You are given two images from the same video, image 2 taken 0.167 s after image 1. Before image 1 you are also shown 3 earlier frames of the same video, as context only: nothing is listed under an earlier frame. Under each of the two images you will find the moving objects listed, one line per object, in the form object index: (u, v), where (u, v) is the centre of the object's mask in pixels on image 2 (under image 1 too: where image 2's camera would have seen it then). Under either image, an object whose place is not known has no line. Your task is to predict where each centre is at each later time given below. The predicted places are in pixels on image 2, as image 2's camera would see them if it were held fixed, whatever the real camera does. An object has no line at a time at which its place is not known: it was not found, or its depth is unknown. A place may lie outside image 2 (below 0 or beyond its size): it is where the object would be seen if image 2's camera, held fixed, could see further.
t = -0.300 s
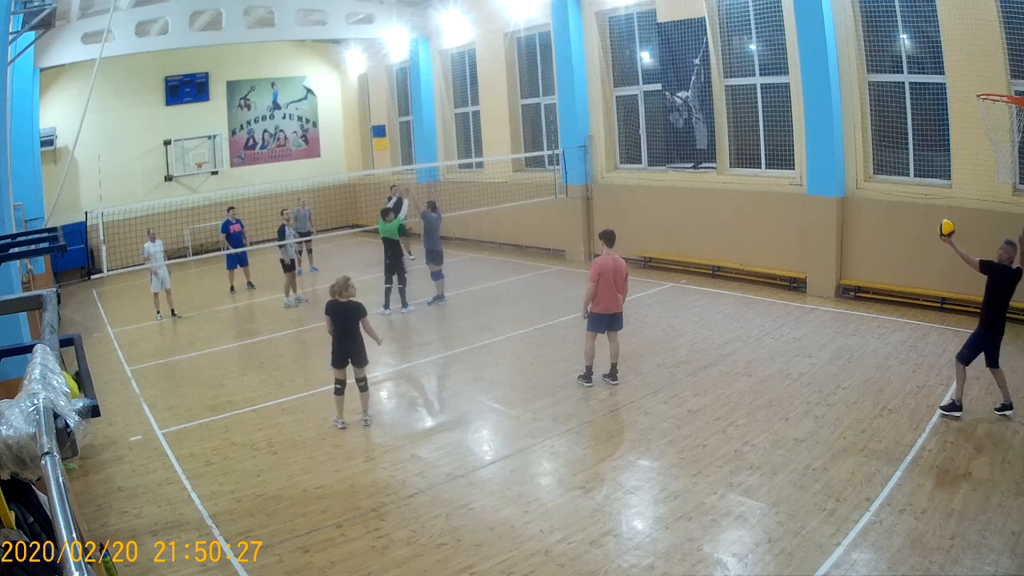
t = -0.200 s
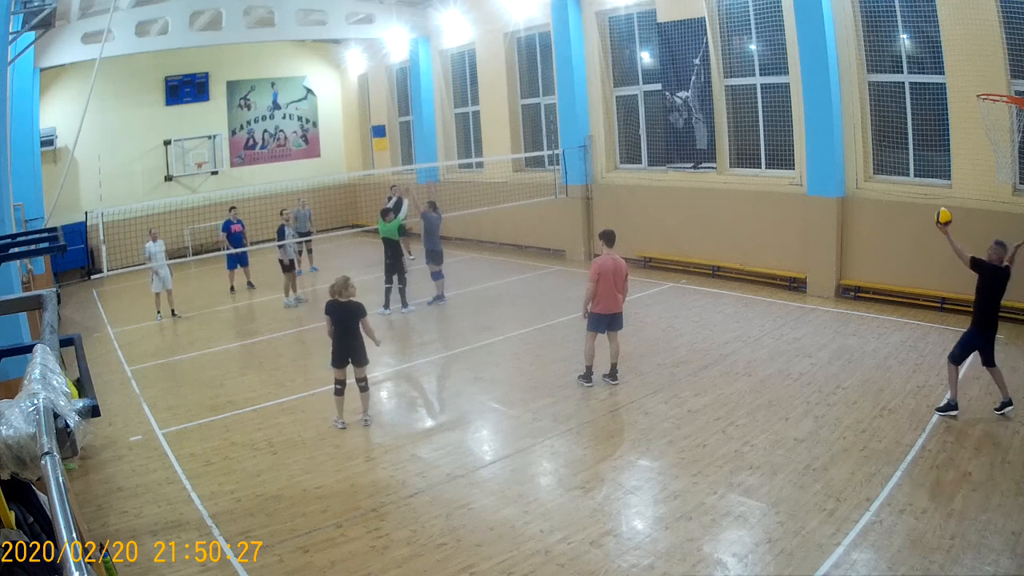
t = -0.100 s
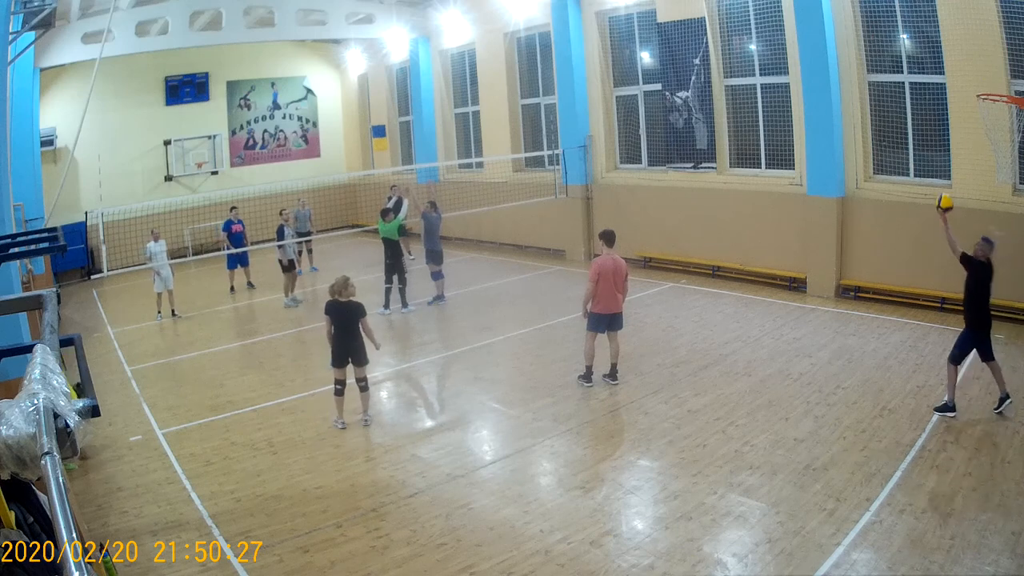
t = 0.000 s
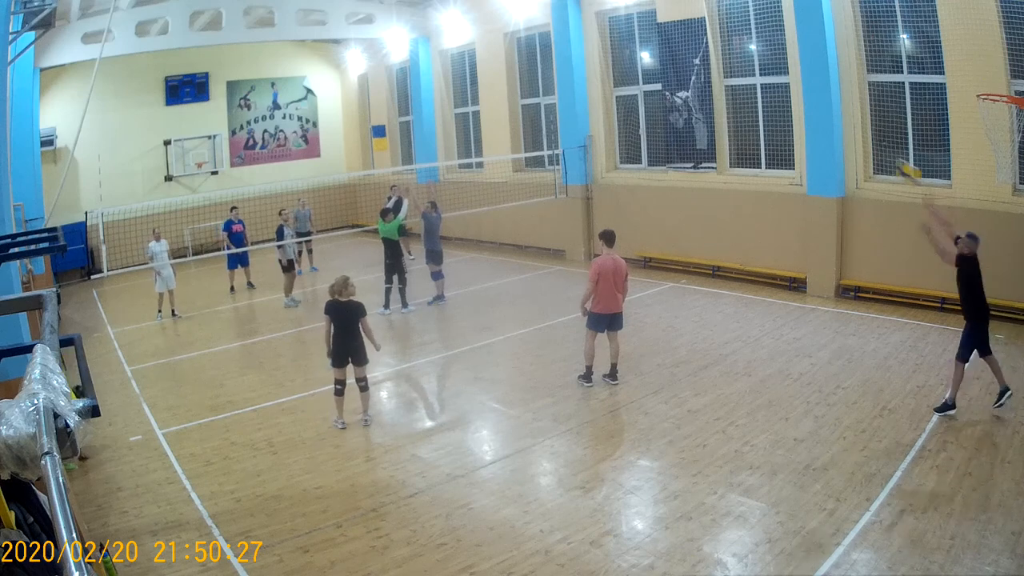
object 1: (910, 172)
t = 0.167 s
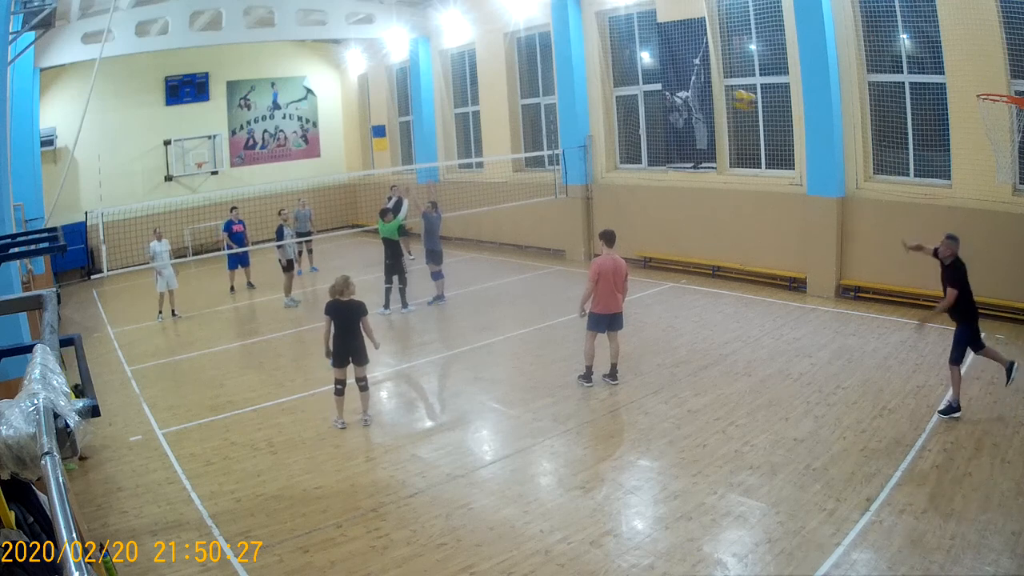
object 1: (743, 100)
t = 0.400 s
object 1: (548, 67)
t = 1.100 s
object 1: (267, 190)
